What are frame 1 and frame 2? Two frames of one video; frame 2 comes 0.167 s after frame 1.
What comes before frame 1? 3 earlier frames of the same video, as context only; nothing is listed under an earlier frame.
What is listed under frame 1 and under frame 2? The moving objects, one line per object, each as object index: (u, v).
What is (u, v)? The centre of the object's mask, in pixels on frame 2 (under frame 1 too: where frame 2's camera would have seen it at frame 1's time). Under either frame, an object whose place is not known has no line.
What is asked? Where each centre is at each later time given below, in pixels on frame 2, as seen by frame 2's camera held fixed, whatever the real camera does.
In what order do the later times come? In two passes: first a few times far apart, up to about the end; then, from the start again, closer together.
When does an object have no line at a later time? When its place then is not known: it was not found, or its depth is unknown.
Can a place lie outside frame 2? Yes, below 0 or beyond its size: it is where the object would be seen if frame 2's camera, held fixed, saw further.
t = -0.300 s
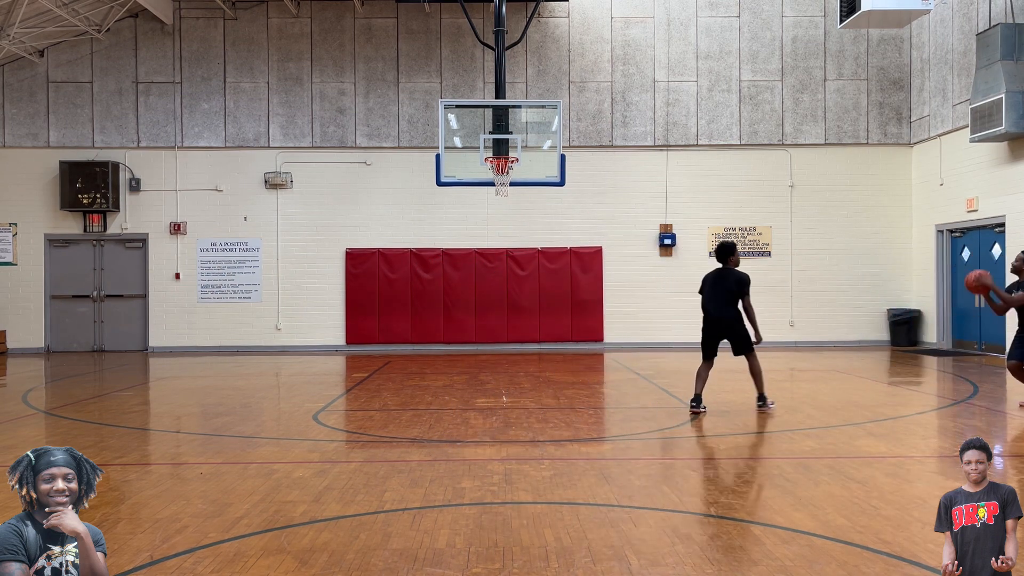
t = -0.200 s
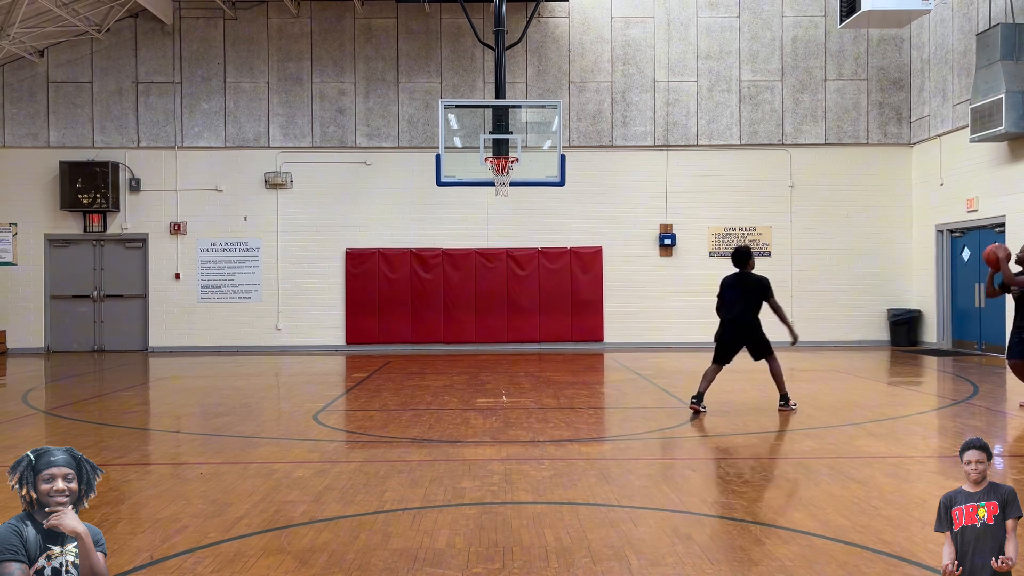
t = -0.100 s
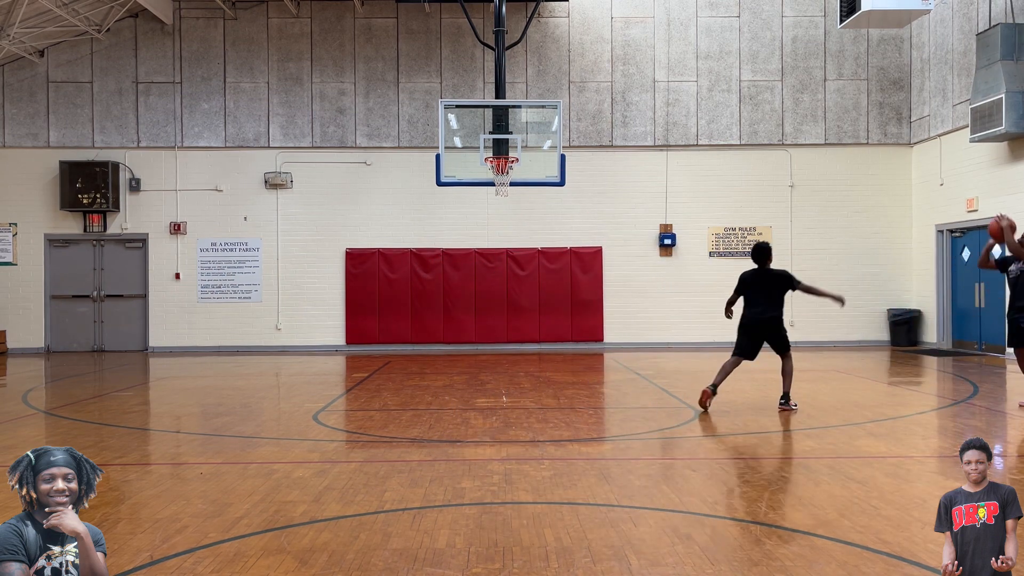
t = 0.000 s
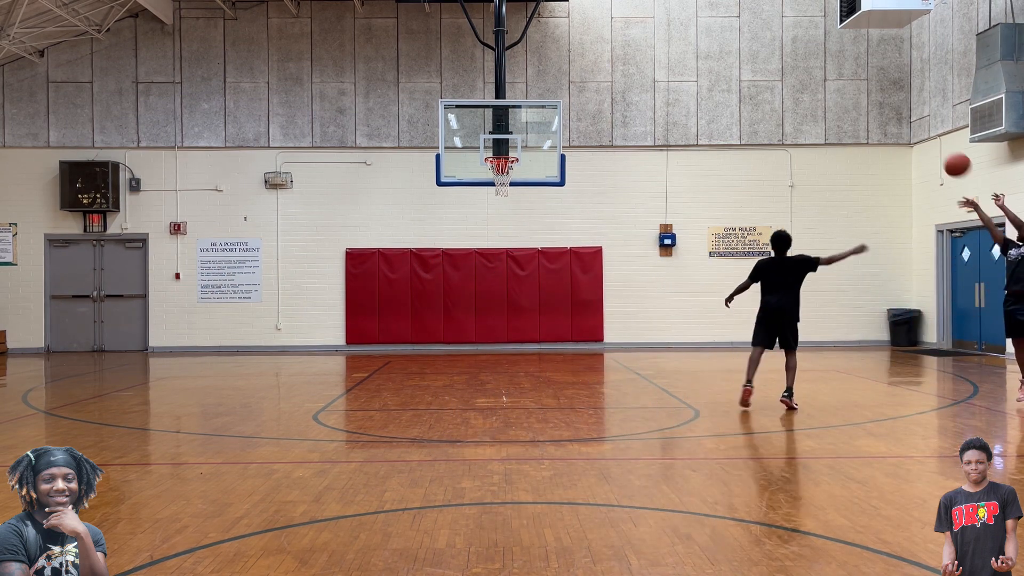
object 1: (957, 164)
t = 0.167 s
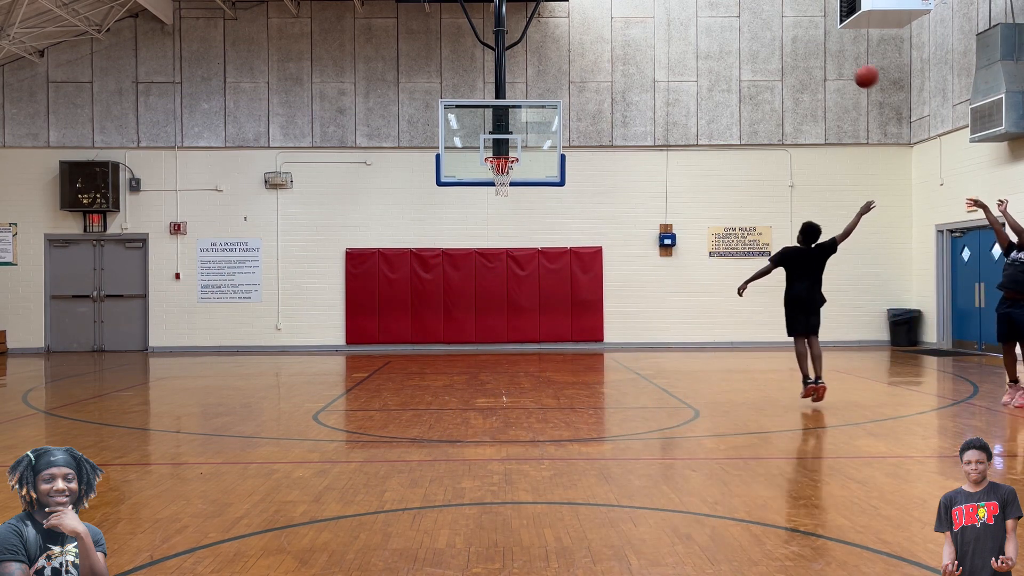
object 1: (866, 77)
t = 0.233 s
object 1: (833, 51)
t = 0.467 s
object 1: (732, 7)
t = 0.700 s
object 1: (649, 8)
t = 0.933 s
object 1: (578, 50)
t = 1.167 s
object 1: (517, 123)
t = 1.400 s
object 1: (516, 168)
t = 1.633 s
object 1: (518, 174)
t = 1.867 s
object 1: (499, 199)
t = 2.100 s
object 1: (483, 257)
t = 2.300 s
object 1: (469, 330)
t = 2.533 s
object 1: (455, 308)
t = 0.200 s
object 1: (849, 63)
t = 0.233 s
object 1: (833, 51)
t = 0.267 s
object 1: (817, 41)
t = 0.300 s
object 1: (802, 33)
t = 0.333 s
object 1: (787, 25)
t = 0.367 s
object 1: (773, 18)
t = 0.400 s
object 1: (759, 13)
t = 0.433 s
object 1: (745, 9)
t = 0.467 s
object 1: (732, 7)
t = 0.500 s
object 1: (719, 6)
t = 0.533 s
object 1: (706, 5)
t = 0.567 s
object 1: (694, 5)
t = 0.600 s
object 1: (682, 5)
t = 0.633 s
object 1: (671, 5)
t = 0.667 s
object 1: (659, 6)
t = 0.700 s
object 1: (649, 8)
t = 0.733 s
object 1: (638, 12)
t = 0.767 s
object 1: (627, 16)
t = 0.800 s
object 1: (617, 22)
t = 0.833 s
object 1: (607, 28)
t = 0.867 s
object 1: (597, 34)
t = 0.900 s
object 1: (587, 42)
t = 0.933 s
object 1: (578, 50)
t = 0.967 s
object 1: (569, 59)
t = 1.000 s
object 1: (559, 68)
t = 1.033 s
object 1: (551, 78)
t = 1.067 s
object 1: (542, 89)
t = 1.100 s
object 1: (533, 100)
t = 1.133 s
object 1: (525, 111)
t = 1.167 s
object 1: (517, 123)
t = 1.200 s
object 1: (509, 136)
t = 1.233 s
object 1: (501, 148)
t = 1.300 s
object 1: (498, 170)
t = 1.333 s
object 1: (512, 171)
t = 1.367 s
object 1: (514, 169)
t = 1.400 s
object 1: (516, 168)
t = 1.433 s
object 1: (517, 165)
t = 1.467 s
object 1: (518, 167)
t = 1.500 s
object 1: (516, 168)
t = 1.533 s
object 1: (516, 169)
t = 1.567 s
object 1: (518, 169)
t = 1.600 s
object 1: (518, 170)
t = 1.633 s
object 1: (518, 174)
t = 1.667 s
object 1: (510, 180)
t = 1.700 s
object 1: (508, 181)
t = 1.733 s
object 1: (510, 182)
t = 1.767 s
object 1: (508, 188)
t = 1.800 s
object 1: (504, 192)
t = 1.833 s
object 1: (502, 195)
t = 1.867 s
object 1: (499, 199)
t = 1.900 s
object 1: (497, 205)
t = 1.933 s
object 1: (495, 212)
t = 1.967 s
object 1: (492, 220)
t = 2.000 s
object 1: (490, 228)
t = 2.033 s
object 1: (487, 237)
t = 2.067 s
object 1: (485, 246)
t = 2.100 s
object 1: (483, 257)
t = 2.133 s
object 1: (480, 267)
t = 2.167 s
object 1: (478, 278)
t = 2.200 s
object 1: (476, 290)
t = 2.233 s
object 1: (473, 303)
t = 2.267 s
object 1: (471, 316)
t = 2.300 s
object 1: (469, 330)
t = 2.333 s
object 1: (466, 344)
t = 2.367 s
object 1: (464, 359)
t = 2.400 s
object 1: (462, 348)
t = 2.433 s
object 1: (461, 336)
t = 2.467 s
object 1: (459, 326)
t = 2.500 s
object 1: (457, 316)
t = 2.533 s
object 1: (455, 308)
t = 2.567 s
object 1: (454, 300)
